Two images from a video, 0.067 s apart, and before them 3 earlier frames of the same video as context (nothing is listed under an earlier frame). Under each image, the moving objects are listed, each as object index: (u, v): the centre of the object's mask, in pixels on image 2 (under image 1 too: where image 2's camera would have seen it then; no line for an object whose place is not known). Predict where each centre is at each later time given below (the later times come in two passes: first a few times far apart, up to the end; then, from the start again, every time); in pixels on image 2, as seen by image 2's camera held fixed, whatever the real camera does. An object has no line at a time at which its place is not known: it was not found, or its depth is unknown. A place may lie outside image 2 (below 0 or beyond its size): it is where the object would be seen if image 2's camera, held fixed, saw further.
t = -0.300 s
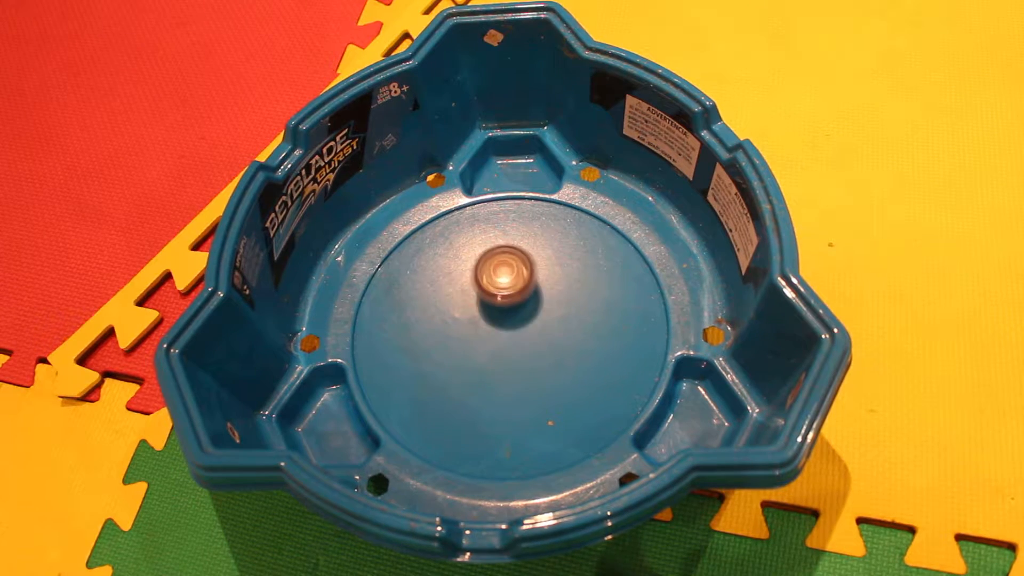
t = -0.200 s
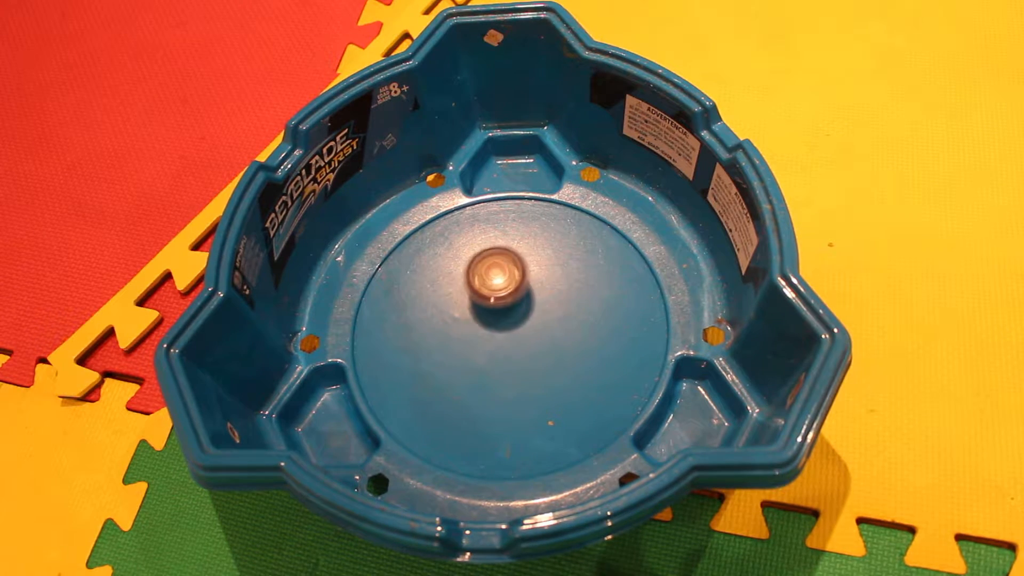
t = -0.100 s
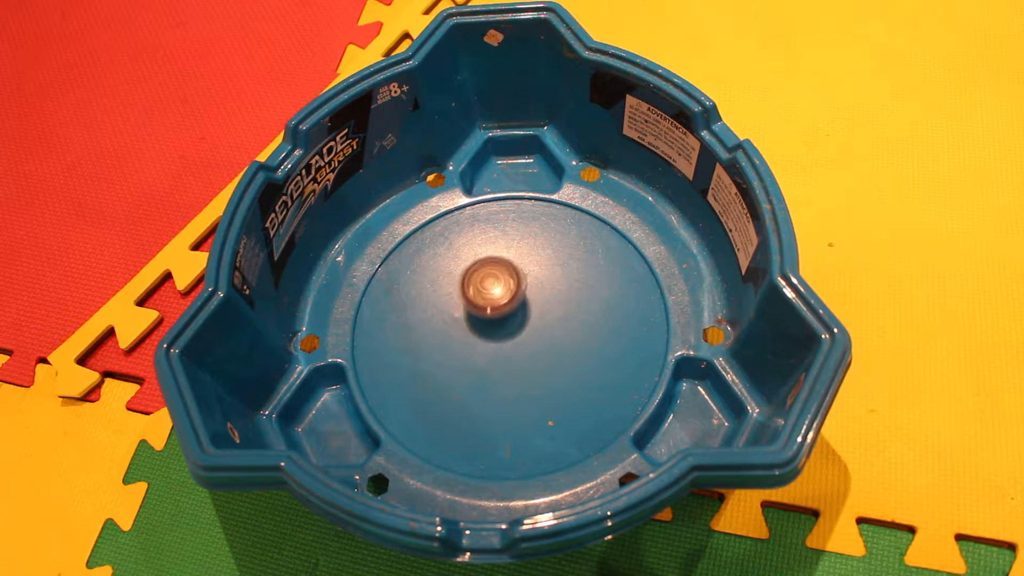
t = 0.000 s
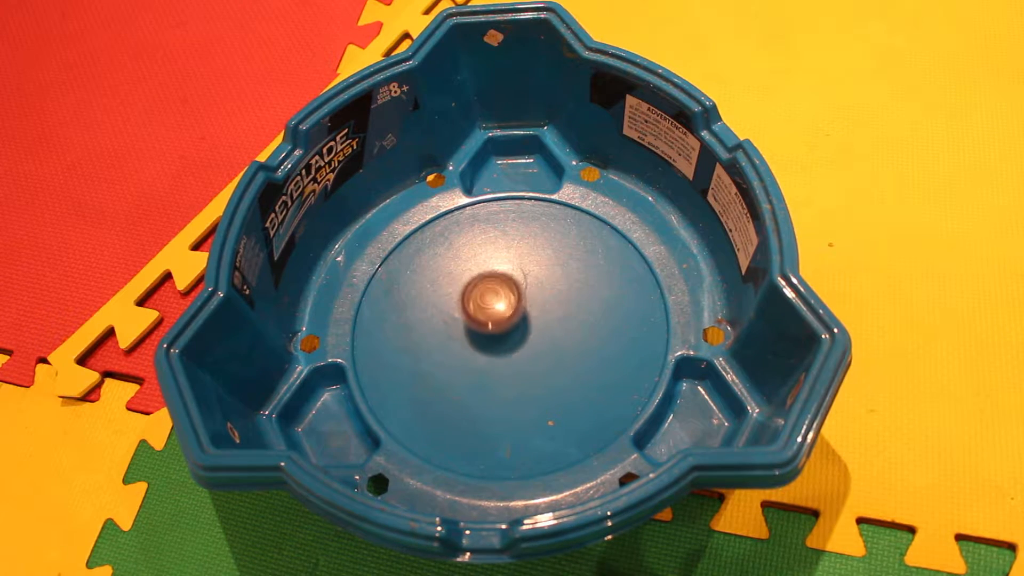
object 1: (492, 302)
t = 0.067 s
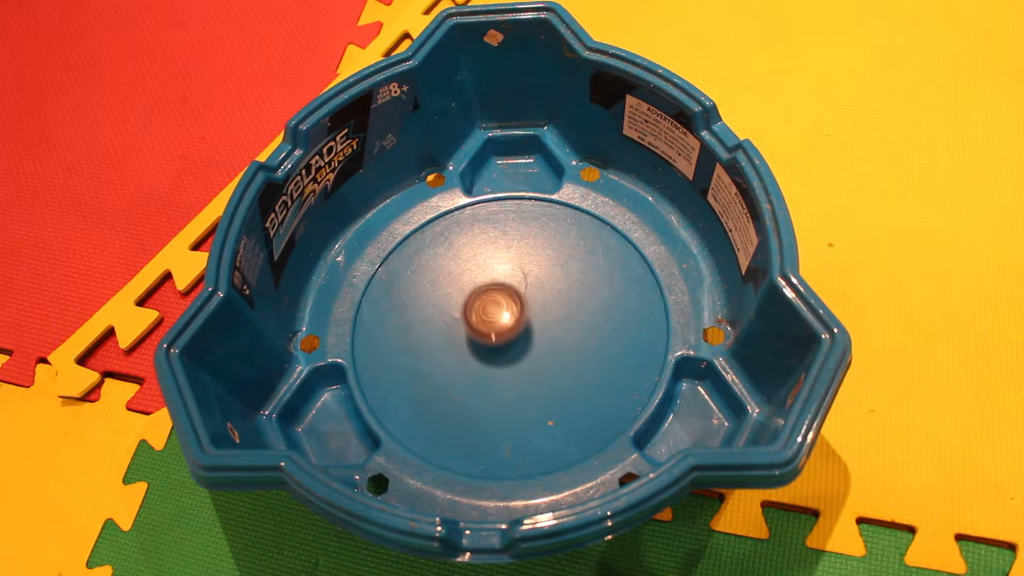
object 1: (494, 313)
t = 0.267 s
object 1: (515, 343)
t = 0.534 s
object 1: (548, 358)
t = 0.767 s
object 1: (553, 344)
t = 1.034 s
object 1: (512, 324)
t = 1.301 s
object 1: (466, 323)
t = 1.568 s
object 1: (454, 336)
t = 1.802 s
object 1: (483, 340)
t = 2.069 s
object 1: (526, 318)
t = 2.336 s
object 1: (544, 296)
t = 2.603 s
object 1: (526, 298)
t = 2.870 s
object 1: (503, 332)
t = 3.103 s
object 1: (497, 361)
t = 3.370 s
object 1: (505, 370)
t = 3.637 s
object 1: (511, 342)
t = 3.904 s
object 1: (497, 306)
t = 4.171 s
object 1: (476, 294)
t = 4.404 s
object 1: (478, 314)
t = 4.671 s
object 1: (513, 340)
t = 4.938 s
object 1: (549, 346)
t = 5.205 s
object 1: (551, 329)
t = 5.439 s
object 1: (517, 319)
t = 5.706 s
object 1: (474, 322)
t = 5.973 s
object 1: (459, 337)
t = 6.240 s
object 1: (490, 343)
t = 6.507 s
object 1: (531, 325)
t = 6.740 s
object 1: (548, 307)
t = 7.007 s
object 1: (530, 302)
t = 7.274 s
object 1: (498, 325)
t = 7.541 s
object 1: (477, 350)
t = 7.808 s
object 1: (490, 362)
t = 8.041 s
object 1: (507, 339)
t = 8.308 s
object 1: (513, 306)
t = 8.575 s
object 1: (508, 292)
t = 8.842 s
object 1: (501, 311)
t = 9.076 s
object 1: (504, 338)
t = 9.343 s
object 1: (514, 360)
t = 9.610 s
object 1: (522, 353)
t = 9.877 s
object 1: (512, 325)
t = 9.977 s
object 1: (506, 315)
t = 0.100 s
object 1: (497, 319)
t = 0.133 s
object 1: (500, 324)
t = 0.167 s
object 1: (503, 329)
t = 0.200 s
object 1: (506, 335)
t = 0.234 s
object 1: (511, 339)
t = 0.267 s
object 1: (515, 343)
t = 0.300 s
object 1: (519, 347)
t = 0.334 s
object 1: (524, 350)
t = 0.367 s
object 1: (529, 353)
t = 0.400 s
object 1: (533, 355)
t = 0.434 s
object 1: (537, 357)
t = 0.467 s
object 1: (541, 358)
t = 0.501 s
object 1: (545, 359)
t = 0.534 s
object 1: (548, 358)
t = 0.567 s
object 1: (551, 358)
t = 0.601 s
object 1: (553, 357)
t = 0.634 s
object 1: (555, 355)
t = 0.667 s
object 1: (556, 353)
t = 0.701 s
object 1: (556, 350)
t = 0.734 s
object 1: (555, 347)
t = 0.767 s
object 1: (553, 344)
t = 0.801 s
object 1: (549, 340)
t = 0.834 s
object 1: (546, 337)
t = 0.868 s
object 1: (541, 335)
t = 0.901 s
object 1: (536, 332)
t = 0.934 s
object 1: (531, 329)
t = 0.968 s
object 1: (524, 327)
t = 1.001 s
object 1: (518, 326)
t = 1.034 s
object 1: (512, 324)
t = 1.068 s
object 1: (506, 323)
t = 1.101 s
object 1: (499, 322)
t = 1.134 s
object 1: (493, 322)
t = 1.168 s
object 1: (487, 322)
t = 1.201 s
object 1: (481, 322)
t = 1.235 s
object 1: (475, 322)
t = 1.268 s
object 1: (471, 323)
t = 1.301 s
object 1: (466, 323)
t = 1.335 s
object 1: (462, 324)
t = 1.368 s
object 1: (459, 325)
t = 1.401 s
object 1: (457, 327)
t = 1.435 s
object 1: (455, 328)
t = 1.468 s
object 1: (453, 329)
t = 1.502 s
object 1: (453, 331)
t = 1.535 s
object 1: (453, 333)
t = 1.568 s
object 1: (454, 336)
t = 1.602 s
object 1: (456, 337)
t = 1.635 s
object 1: (460, 339)
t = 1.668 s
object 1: (464, 339)
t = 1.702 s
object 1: (468, 340)
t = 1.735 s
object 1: (473, 340)
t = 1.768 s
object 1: (478, 340)
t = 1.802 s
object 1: (483, 340)
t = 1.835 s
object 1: (489, 338)
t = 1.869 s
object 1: (494, 336)
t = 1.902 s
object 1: (500, 334)
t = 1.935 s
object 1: (506, 331)
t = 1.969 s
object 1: (511, 328)
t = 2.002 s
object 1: (516, 325)
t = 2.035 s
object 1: (521, 322)
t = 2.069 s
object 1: (526, 318)
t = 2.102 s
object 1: (530, 314)
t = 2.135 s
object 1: (534, 312)
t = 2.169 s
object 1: (537, 309)
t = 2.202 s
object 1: (540, 306)
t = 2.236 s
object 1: (541, 303)
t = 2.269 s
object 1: (543, 301)
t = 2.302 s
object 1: (544, 298)
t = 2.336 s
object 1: (544, 296)
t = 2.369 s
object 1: (544, 294)
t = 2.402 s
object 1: (543, 293)
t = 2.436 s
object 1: (541, 291)
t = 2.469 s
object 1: (538, 291)
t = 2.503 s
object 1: (536, 292)
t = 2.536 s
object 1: (533, 294)
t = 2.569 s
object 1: (530, 296)
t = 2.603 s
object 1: (526, 298)
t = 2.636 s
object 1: (523, 302)
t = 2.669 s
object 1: (520, 305)
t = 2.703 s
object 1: (516, 309)
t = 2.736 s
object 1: (513, 313)
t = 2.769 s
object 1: (511, 318)
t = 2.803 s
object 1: (508, 322)
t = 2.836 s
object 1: (505, 327)
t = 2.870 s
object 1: (503, 332)
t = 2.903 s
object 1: (501, 336)
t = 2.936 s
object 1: (500, 342)
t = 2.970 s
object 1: (499, 346)
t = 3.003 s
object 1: (498, 351)
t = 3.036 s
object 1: (497, 355)
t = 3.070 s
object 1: (497, 358)
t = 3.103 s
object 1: (497, 361)
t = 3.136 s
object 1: (497, 364)
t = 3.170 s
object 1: (497, 366)
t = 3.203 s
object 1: (498, 368)
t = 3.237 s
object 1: (499, 370)
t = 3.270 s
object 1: (501, 371)
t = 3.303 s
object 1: (502, 372)
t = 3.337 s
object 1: (503, 372)
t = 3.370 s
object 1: (505, 370)
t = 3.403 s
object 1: (507, 368)
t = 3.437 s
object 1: (508, 366)
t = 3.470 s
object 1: (509, 363)
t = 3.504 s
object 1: (510, 360)
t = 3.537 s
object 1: (511, 356)
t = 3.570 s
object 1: (511, 351)
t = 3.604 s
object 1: (511, 347)
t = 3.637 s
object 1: (511, 342)
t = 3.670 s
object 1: (510, 337)
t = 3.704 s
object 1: (509, 332)
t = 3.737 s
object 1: (507, 326)
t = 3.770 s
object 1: (506, 321)
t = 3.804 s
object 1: (504, 317)
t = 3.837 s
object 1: (502, 313)
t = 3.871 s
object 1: (500, 309)
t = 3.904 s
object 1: (497, 306)
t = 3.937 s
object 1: (494, 302)
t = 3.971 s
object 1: (491, 299)
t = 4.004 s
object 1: (489, 297)
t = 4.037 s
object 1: (486, 295)
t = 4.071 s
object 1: (483, 294)
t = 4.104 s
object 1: (481, 294)
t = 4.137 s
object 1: (479, 293)
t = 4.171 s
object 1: (476, 294)
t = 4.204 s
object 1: (475, 295)
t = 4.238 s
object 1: (473, 297)
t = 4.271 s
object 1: (473, 300)
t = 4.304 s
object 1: (472, 303)
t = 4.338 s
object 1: (474, 307)
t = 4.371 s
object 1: (476, 310)
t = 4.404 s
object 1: (478, 314)
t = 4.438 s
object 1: (481, 318)
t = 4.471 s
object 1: (485, 322)
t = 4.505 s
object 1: (489, 326)
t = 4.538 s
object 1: (493, 329)
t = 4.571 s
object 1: (498, 332)
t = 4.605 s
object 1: (502, 335)
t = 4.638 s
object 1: (507, 338)
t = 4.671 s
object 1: (513, 340)
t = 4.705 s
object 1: (518, 342)
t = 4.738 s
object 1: (523, 344)
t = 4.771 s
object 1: (528, 345)
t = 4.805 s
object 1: (533, 346)
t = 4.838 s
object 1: (538, 346)
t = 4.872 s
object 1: (541, 347)
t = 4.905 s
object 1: (545, 346)
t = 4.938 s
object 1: (549, 346)
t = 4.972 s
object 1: (552, 345)
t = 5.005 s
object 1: (554, 343)
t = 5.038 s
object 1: (556, 341)
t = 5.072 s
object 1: (557, 339)
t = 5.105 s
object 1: (557, 337)
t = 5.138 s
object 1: (556, 334)
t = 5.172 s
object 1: (554, 332)
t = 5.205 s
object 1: (551, 329)
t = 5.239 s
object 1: (547, 327)
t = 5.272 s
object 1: (543, 325)
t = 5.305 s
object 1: (539, 323)
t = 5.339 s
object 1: (534, 322)
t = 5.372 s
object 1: (528, 320)
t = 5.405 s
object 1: (523, 320)
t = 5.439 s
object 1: (517, 319)
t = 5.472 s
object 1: (511, 318)
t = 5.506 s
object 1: (505, 318)
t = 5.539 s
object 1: (499, 318)
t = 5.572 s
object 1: (494, 319)
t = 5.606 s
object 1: (488, 320)
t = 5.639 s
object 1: (483, 320)
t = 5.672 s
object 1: (478, 321)
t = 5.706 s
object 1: (474, 322)
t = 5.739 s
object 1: (470, 323)
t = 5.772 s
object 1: (466, 325)
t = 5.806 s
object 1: (463, 327)
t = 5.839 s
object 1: (461, 329)
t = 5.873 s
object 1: (459, 331)
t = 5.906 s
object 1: (458, 333)
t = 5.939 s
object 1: (458, 335)
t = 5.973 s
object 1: (459, 337)
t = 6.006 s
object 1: (461, 339)
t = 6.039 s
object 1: (464, 340)
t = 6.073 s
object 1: (467, 342)
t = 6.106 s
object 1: (471, 343)
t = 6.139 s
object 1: (475, 344)
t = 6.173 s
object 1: (480, 345)
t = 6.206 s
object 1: (485, 345)
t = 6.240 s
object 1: (490, 343)
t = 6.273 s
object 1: (495, 342)
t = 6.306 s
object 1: (501, 340)
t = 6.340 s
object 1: (506, 338)
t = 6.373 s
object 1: (512, 336)
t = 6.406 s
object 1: (517, 334)
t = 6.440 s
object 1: (522, 331)
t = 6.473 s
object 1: (527, 328)
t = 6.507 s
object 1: (531, 325)
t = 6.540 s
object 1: (534, 322)
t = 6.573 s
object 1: (538, 320)
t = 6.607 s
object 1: (541, 317)
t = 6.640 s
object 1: (544, 314)
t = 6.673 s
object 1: (546, 312)
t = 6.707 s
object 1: (547, 310)
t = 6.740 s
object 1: (548, 307)
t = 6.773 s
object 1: (548, 305)
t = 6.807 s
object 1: (547, 303)
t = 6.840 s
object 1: (546, 301)
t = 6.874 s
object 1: (544, 300)
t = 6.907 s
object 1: (541, 299)
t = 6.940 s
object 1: (538, 300)
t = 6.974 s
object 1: (534, 301)
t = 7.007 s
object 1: (530, 302)
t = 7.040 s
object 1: (526, 304)
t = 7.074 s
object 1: (522, 307)
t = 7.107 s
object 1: (518, 309)
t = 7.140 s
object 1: (514, 312)
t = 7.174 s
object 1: (509, 315)
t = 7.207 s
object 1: (506, 317)
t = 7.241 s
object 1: (502, 321)
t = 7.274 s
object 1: (498, 325)
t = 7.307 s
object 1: (495, 329)
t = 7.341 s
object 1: (492, 332)
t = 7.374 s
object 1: (489, 336)
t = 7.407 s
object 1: (486, 339)
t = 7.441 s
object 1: (484, 342)
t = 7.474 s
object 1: (482, 345)
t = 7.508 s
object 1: (479, 348)
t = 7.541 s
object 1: (477, 350)
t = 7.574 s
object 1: (476, 353)
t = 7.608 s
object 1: (477, 357)
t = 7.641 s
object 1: (478, 360)
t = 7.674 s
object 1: (479, 363)
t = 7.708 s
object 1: (482, 365)
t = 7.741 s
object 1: (485, 365)
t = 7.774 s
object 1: (488, 364)
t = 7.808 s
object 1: (490, 362)
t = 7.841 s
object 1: (493, 360)
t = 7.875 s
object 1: (496, 357)
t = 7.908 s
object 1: (498, 354)
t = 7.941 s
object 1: (501, 350)
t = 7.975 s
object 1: (503, 347)
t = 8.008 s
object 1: (505, 343)
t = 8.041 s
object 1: (507, 339)
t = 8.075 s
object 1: (509, 334)
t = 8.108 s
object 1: (510, 330)
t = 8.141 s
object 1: (511, 325)
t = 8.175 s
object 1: (512, 321)
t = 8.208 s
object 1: (513, 317)
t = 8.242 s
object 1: (513, 313)
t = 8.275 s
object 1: (513, 309)
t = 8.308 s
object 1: (513, 306)
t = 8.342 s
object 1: (513, 303)
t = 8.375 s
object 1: (513, 300)
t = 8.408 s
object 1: (512, 298)
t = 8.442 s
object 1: (511, 296)
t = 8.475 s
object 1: (511, 294)
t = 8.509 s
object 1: (510, 293)
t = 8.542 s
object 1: (509, 293)
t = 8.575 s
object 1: (508, 292)
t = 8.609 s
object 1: (506, 293)
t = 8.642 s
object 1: (505, 294)
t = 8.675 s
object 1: (504, 296)
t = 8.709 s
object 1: (503, 298)
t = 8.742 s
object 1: (503, 301)
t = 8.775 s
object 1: (502, 304)
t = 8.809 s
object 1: (502, 308)
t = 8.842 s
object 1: (501, 311)
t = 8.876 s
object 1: (502, 315)
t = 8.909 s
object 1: (502, 319)
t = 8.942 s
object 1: (502, 323)
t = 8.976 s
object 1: (502, 327)
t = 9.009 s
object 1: (503, 331)
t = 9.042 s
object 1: (503, 335)
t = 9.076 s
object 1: (504, 338)
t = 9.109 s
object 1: (505, 342)
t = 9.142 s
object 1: (506, 345)
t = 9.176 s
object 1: (507, 348)
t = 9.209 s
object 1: (508, 351)
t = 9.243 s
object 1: (510, 354)
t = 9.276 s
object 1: (512, 356)
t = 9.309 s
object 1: (513, 358)
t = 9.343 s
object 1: (514, 360)
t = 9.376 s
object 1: (516, 361)
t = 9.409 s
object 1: (517, 362)
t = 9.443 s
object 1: (519, 362)
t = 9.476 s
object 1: (520, 361)
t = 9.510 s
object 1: (521, 360)
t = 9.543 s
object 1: (522, 358)
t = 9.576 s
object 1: (523, 356)
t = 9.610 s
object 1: (522, 353)
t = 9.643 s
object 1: (522, 350)
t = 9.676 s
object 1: (521, 347)
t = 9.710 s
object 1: (521, 344)
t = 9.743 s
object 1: (520, 340)
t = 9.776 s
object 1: (518, 336)
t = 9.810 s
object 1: (516, 332)
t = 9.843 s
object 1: (514, 329)
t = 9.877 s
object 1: (512, 325)
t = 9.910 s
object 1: (510, 322)
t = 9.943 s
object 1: (508, 319)
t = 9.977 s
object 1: (506, 315)
